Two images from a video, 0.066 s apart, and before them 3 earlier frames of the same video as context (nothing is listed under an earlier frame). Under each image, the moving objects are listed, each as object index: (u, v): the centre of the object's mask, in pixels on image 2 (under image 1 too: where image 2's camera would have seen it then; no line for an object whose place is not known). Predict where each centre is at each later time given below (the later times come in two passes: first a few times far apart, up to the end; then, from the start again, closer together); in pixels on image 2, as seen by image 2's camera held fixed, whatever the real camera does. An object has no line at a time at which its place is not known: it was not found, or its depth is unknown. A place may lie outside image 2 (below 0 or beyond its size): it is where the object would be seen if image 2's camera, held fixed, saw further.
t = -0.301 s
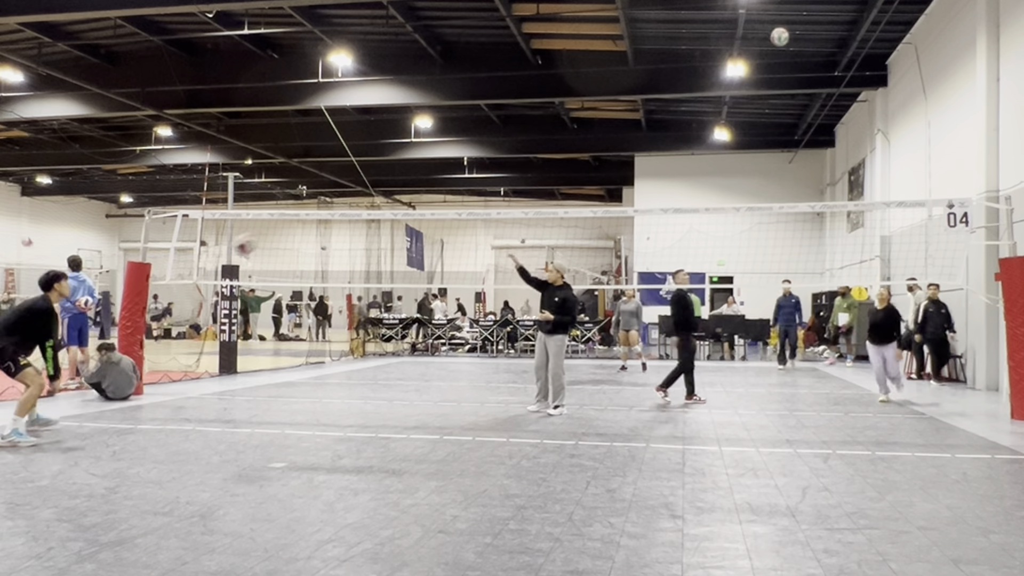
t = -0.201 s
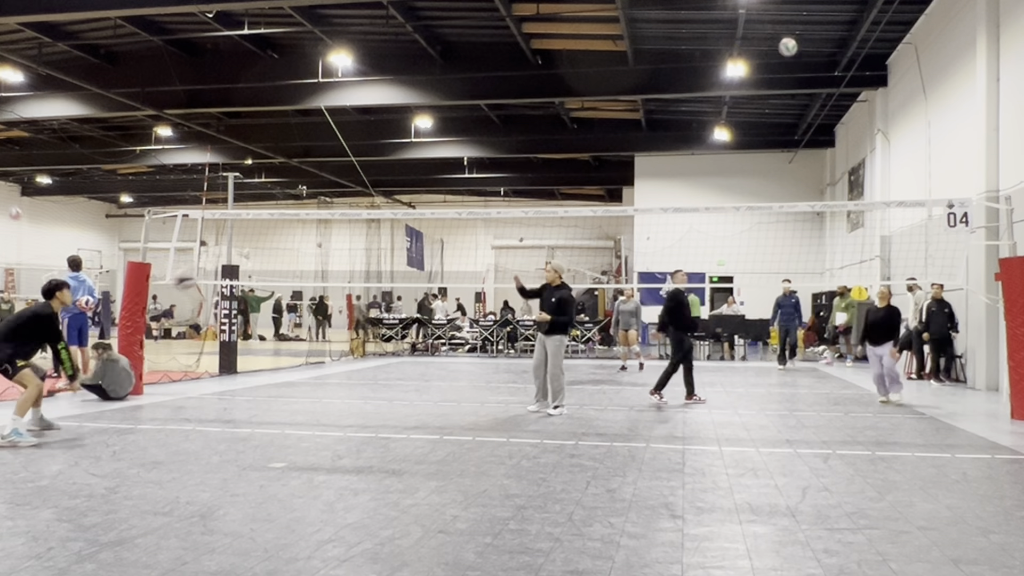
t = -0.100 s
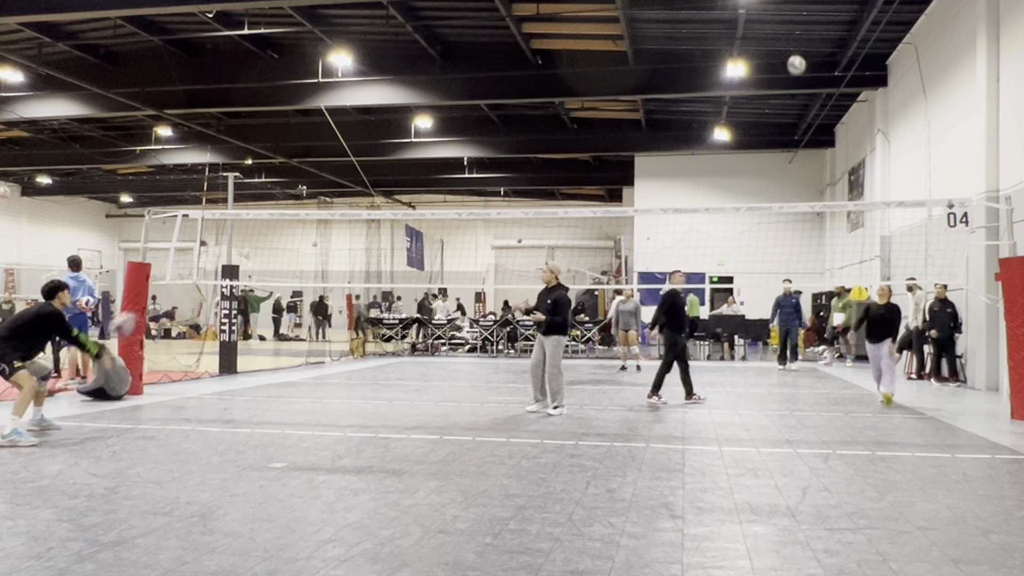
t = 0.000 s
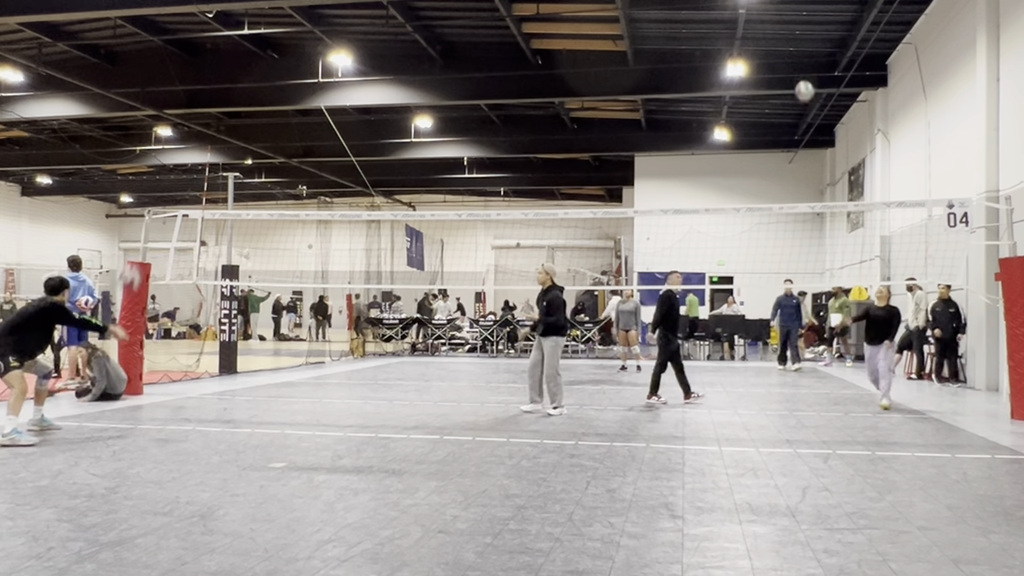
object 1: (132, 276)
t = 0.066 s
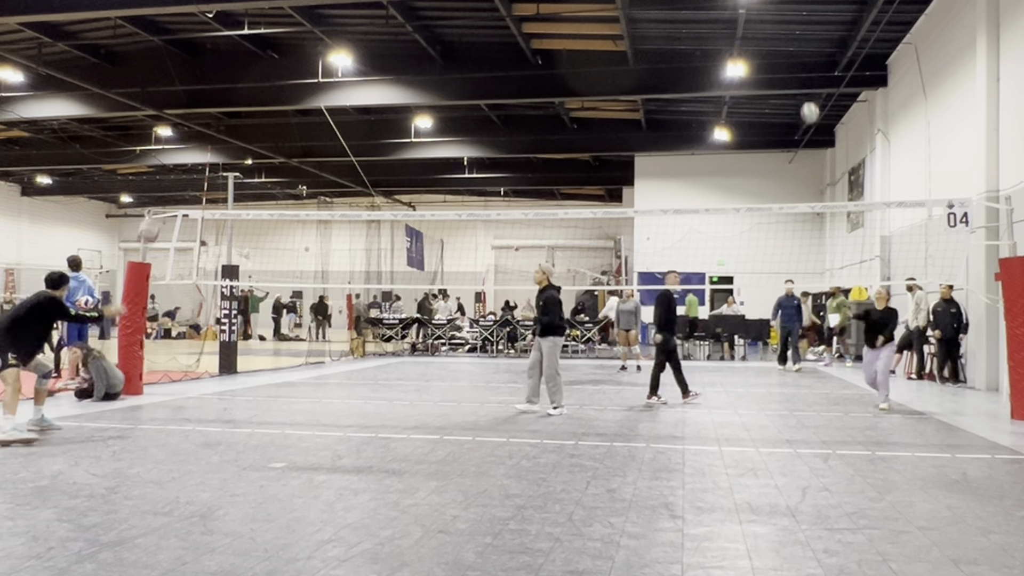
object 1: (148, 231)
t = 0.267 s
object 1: (198, 129)
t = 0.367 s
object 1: (222, 95)
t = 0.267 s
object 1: (198, 129)
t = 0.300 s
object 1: (206, 117)
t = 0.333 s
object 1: (214, 106)
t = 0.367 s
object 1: (222, 95)
